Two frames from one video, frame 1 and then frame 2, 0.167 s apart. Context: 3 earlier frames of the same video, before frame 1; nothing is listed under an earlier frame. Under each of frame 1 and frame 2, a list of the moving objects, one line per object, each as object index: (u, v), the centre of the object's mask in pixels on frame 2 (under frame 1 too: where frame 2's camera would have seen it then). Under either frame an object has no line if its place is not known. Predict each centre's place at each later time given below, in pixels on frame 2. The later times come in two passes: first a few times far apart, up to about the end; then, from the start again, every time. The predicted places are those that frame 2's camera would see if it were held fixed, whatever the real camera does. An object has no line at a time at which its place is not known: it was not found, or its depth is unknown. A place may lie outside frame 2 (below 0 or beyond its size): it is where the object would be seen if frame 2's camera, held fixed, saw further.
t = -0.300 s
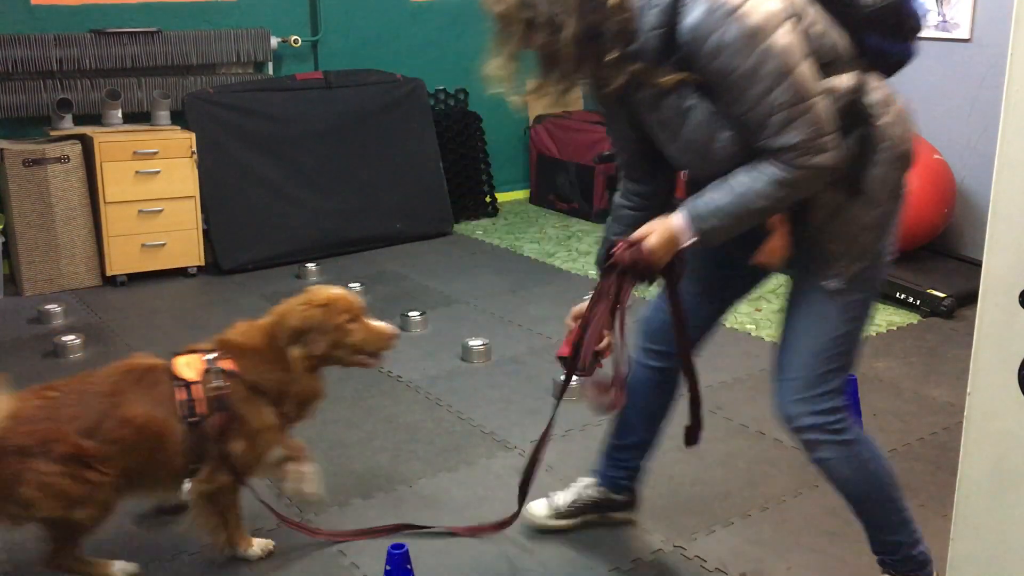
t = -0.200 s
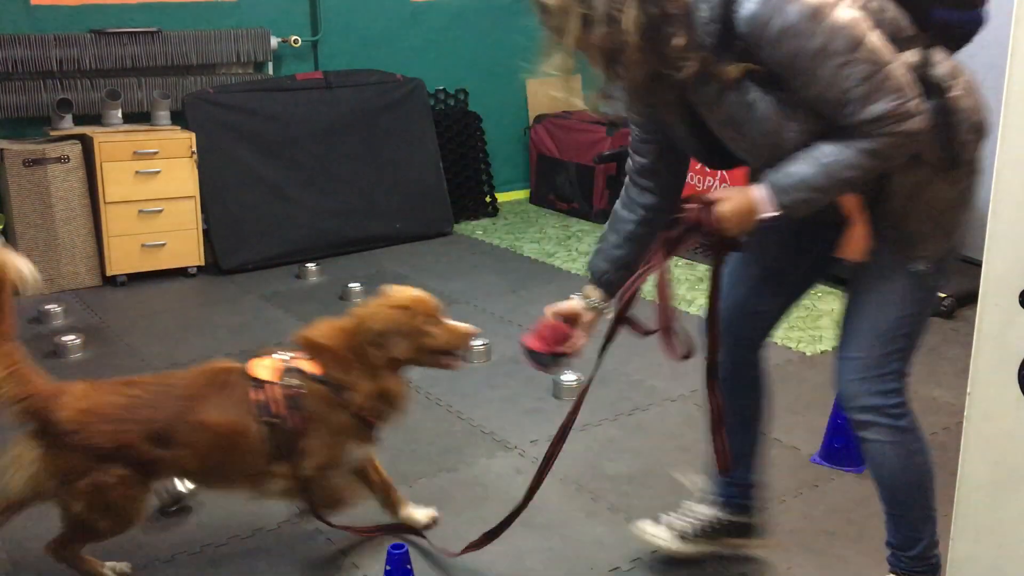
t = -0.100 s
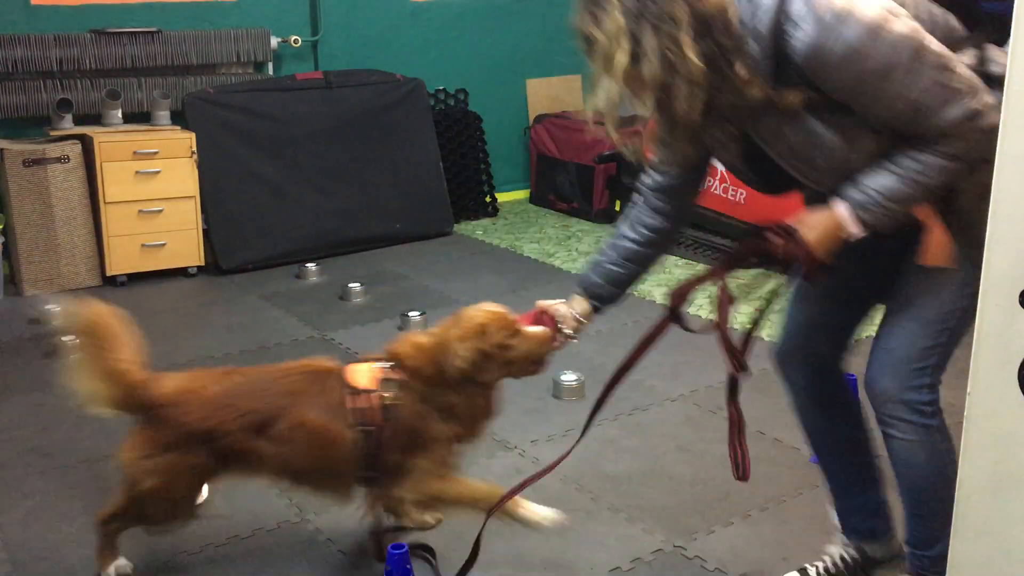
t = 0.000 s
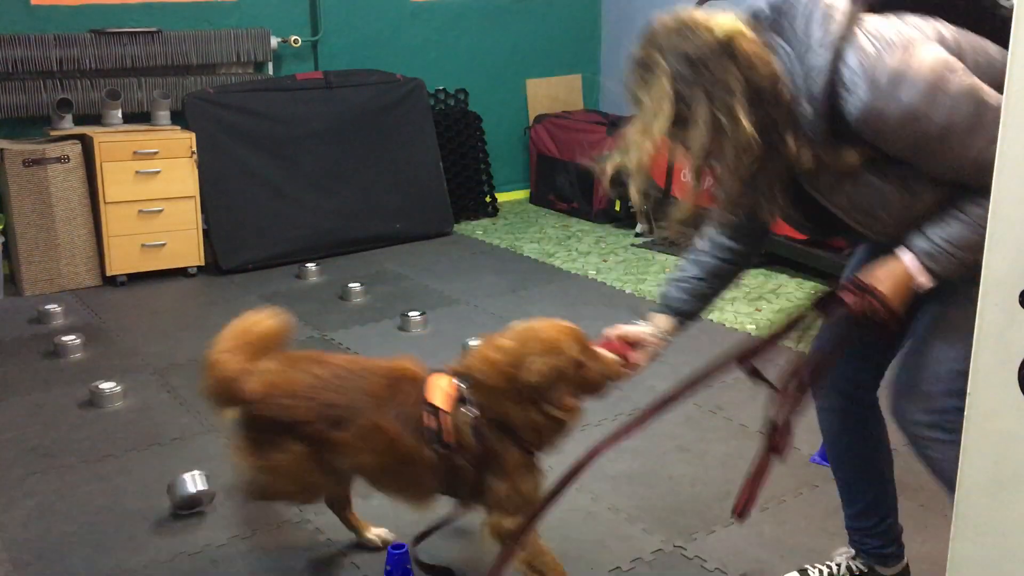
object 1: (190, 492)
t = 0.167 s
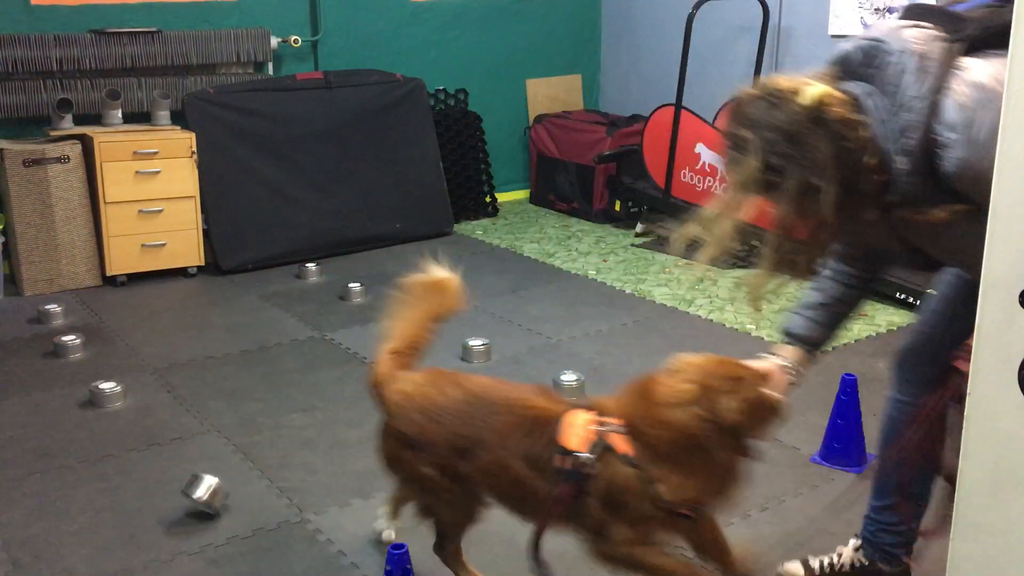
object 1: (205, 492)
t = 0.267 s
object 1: (215, 495)
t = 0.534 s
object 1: (237, 489)
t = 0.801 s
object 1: (252, 481)
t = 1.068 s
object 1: (258, 473)
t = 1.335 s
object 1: (257, 462)
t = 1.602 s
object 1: (255, 457)
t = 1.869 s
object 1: (253, 452)
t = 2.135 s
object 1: (249, 453)
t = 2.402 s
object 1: (247, 450)
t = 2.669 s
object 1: (248, 450)
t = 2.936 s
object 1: (249, 451)
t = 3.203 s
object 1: (249, 451)
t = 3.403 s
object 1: (250, 449)
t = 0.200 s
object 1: (207, 493)
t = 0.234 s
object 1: (210, 493)
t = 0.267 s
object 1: (215, 495)
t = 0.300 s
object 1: (218, 495)
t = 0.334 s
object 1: (220, 493)
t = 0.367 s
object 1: (222, 493)
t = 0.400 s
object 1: (226, 489)
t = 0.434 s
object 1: (227, 489)
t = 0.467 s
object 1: (229, 489)
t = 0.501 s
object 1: (234, 490)
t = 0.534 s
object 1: (237, 489)
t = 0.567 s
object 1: (239, 489)
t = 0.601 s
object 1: (241, 489)
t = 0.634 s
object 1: (243, 484)
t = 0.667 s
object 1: (244, 482)
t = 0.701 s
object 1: (245, 481)
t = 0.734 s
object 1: (249, 481)
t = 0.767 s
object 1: (251, 480)
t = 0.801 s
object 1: (252, 481)
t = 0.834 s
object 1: (253, 481)
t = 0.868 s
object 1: (253, 476)
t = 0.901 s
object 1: (253, 474)
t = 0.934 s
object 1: (256, 475)
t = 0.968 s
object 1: (257, 473)
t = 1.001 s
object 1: (258, 472)
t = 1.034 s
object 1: (258, 473)
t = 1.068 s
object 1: (258, 473)
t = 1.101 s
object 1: (257, 469)
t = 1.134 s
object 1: (257, 467)
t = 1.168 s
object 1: (259, 467)
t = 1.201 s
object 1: (258, 466)
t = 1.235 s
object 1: (259, 465)
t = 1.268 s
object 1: (259, 465)
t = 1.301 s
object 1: (258, 466)
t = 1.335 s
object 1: (257, 462)
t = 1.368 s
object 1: (257, 462)
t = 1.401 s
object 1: (258, 461)
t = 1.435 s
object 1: (259, 460)
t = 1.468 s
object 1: (257, 459)
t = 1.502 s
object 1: (257, 460)
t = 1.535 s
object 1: (256, 461)
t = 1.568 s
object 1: (254, 458)
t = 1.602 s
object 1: (255, 457)
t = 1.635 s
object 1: (255, 455)
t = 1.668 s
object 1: (255, 455)
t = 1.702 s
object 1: (255, 455)
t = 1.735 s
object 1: (255, 456)
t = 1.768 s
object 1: (253, 456)
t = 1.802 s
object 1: (253, 454)
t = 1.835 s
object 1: (253, 452)
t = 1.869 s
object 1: (253, 452)
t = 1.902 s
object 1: (252, 452)
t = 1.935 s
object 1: (252, 453)
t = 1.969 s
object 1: (250, 453)
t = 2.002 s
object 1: (250, 451)
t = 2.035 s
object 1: (251, 453)
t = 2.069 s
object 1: (250, 451)
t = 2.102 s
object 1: (249, 451)
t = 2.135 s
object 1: (249, 453)
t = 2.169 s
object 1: (248, 451)
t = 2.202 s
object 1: (249, 451)
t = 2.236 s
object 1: (248, 450)
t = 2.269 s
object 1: (248, 450)
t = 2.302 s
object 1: (248, 452)
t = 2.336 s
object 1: (248, 450)
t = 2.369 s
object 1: (248, 451)
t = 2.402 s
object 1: (247, 450)
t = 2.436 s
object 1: (248, 452)
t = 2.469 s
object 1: (248, 452)
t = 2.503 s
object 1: (248, 450)
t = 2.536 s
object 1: (249, 449)
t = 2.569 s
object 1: (248, 451)
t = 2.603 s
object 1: (248, 451)
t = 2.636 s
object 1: (248, 450)
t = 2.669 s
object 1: (248, 450)
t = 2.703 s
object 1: (248, 451)
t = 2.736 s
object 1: (248, 451)
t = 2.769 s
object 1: (248, 451)
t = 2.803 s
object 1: (248, 451)
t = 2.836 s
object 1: (248, 451)
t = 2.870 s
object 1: (248, 451)
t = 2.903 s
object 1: (248, 452)
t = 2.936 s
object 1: (249, 451)
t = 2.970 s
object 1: (249, 452)
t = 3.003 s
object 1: (250, 451)
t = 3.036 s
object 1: (248, 452)
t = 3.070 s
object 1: (249, 453)
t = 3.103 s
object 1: (249, 453)
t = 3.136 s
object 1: (249, 453)
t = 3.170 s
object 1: (249, 452)
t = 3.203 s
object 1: (249, 451)
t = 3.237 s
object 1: (249, 452)
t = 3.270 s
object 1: (249, 452)
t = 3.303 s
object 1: (249, 452)
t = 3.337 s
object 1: (249, 452)
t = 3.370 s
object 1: (250, 449)
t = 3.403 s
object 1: (250, 449)
